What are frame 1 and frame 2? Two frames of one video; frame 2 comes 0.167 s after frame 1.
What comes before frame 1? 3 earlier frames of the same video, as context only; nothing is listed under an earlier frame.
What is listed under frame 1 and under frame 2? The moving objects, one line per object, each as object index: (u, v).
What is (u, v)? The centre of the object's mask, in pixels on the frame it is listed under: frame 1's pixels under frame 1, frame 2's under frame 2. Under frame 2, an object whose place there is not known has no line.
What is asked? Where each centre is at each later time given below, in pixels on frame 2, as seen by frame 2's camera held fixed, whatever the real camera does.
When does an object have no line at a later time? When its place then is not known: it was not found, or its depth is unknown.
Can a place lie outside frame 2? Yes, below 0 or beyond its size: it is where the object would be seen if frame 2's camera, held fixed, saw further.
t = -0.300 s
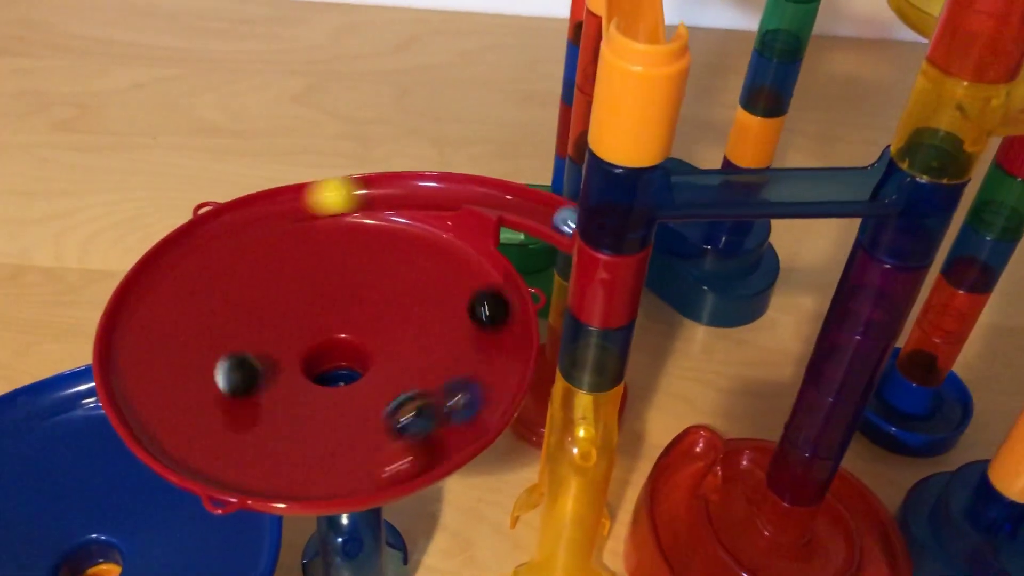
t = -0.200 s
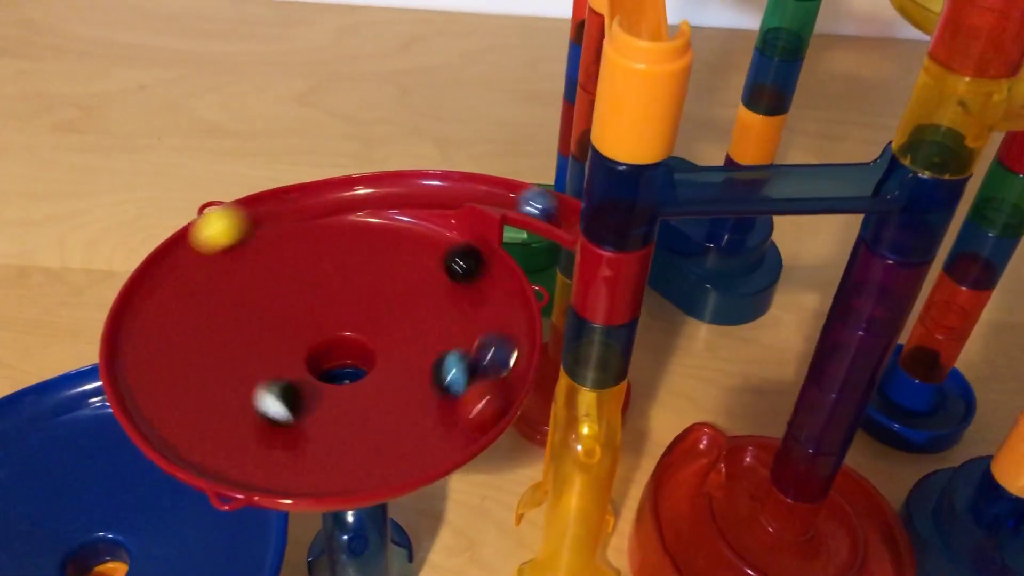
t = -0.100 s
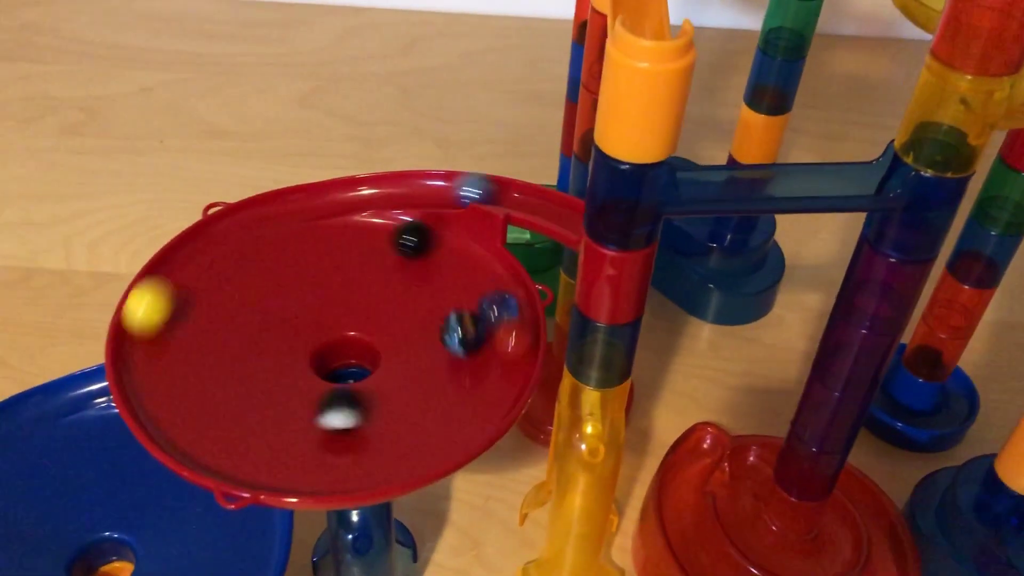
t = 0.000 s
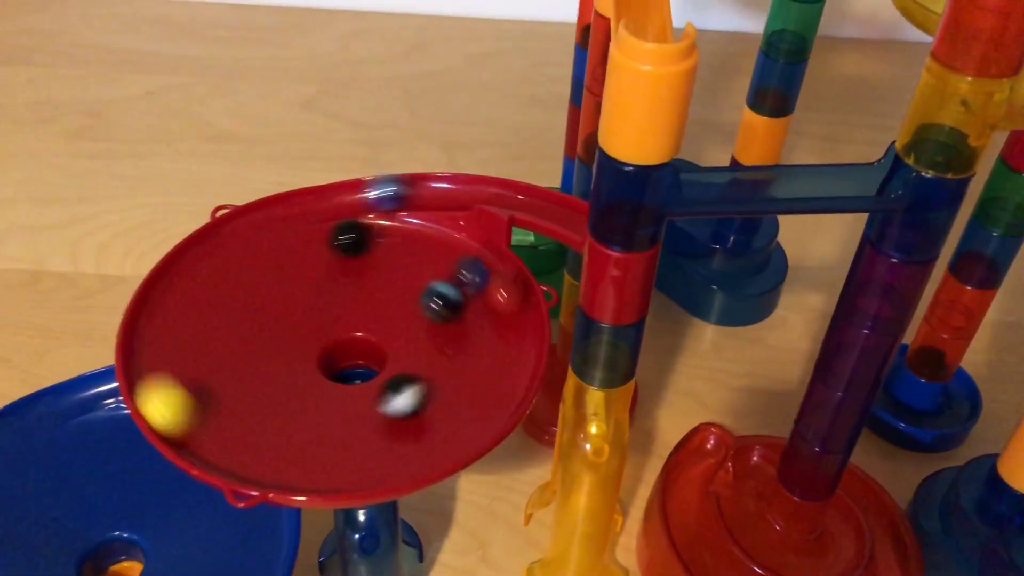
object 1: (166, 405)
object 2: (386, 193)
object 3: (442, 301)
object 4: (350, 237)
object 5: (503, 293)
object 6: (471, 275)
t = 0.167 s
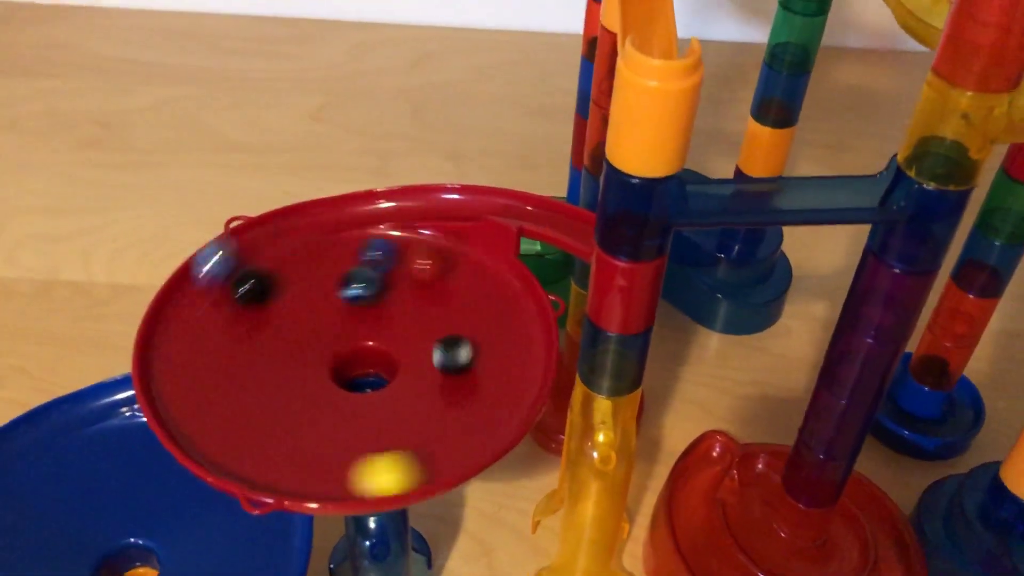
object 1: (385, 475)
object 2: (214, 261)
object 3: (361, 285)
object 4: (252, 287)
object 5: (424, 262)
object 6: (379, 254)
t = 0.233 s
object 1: (467, 442)
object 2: (170, 316)
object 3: (322, 287)
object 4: (218, 315)
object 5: (376, 258)
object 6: (331, 254)
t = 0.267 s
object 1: (497, 417)
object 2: (162, 346)
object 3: (302, 292)
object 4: (209, 331)
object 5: (353, 259)
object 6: (306, 259)
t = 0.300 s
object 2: (165, 379)
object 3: (285, 297)
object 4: (203, 348)
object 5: (332, 261)
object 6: (286, 264)
